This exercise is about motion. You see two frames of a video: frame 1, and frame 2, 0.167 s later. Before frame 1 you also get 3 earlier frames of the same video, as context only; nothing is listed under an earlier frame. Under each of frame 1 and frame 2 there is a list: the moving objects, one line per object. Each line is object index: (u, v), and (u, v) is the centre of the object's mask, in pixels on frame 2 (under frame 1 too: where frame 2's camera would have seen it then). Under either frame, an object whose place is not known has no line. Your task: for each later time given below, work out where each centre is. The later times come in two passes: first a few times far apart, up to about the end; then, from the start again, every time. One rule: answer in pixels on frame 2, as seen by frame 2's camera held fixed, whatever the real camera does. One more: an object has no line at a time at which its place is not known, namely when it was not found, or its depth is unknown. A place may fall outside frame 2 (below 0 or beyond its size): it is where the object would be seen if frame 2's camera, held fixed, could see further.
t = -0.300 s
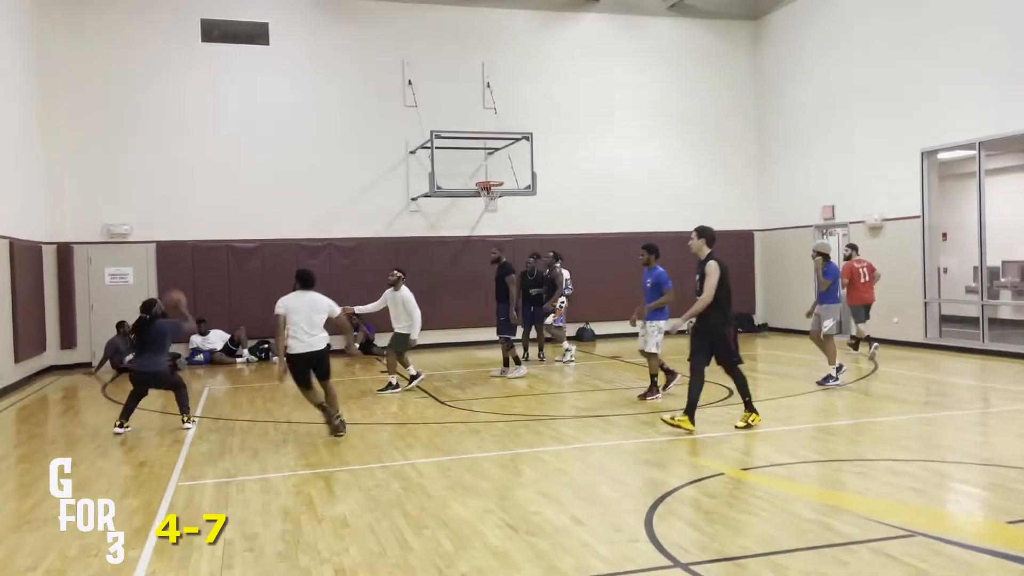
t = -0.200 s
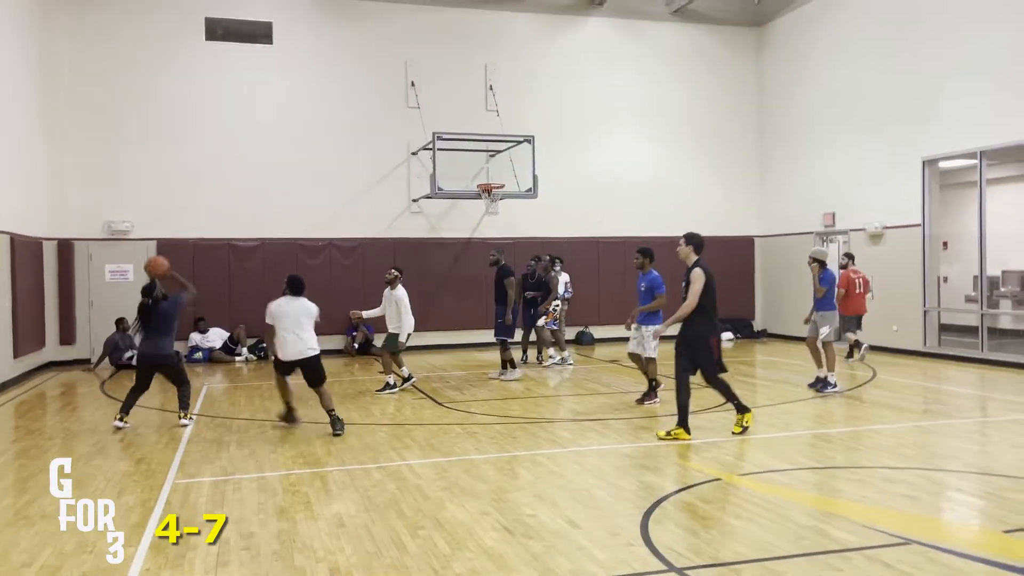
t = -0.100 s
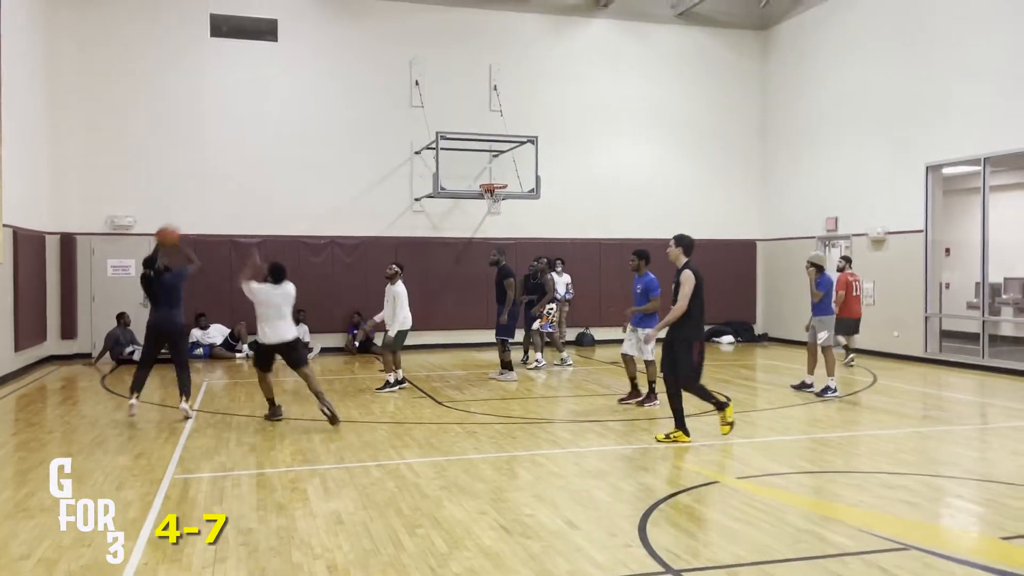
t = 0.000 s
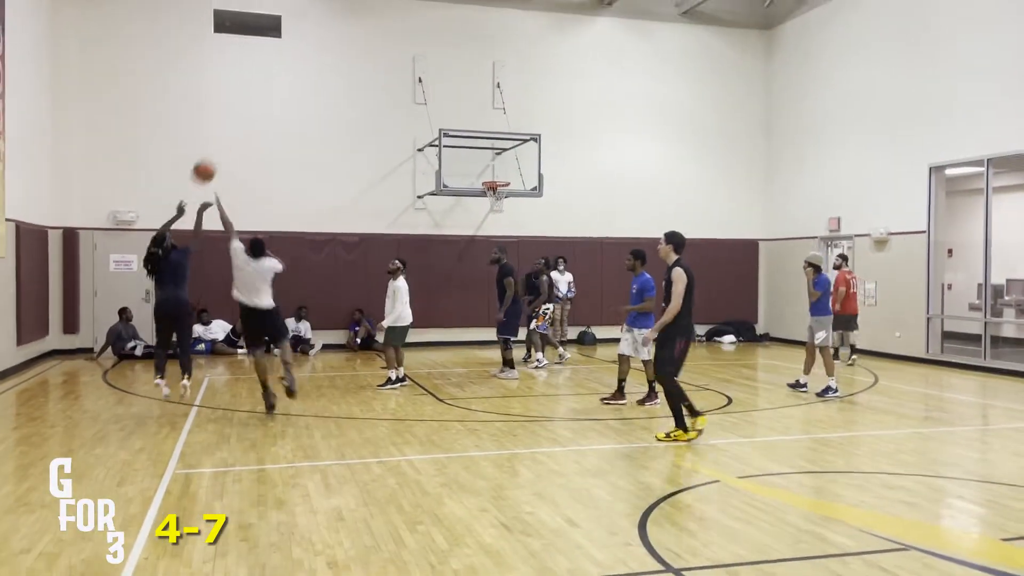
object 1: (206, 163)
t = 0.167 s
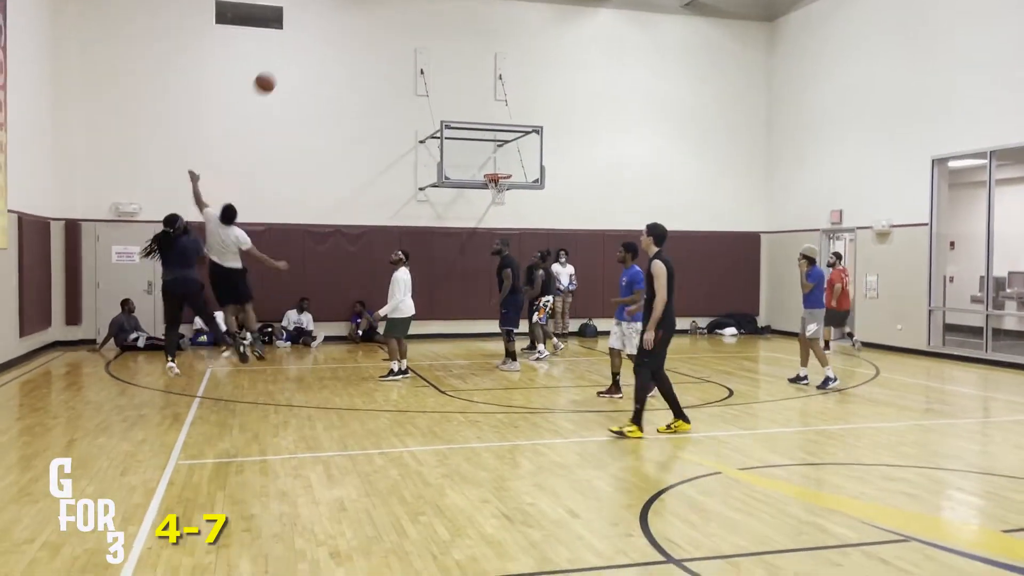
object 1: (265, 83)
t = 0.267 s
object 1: (296, 51)
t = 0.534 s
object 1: (368, 17)
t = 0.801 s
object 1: (425, 35)
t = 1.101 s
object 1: (476, 104)
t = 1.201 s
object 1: (491, 136)
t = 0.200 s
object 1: (275, 71)
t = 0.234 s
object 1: (286, 60)
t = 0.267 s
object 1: (296, 51)
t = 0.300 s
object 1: (306, 43)
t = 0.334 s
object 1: (316, 36)
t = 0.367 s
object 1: (325, 31)
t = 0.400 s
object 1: (334, 26)
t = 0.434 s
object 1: (343, 22)
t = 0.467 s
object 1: (352, 19)
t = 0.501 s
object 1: (360, 18)
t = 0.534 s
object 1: (368, 17)
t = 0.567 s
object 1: (376, 17)
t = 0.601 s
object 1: (383, 17)
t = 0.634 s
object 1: (391, 17)
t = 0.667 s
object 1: (398, 20)
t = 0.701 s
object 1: (405, 22)
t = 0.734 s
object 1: (412, 26)
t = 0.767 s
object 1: (419, 30)
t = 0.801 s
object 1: (425, 35)
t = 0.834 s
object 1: (431, 40)
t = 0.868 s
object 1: (438, 47)
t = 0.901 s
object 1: (443, 53)
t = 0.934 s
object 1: (449, 60)
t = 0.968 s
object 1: (455, 68)
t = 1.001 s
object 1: (461, 76)
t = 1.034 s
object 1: (466, 85)
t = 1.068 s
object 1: (471, 95)
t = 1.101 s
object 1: (476, 104)
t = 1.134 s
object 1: (481, 114)
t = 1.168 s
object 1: (486, 125)
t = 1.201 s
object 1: (491, 136)
